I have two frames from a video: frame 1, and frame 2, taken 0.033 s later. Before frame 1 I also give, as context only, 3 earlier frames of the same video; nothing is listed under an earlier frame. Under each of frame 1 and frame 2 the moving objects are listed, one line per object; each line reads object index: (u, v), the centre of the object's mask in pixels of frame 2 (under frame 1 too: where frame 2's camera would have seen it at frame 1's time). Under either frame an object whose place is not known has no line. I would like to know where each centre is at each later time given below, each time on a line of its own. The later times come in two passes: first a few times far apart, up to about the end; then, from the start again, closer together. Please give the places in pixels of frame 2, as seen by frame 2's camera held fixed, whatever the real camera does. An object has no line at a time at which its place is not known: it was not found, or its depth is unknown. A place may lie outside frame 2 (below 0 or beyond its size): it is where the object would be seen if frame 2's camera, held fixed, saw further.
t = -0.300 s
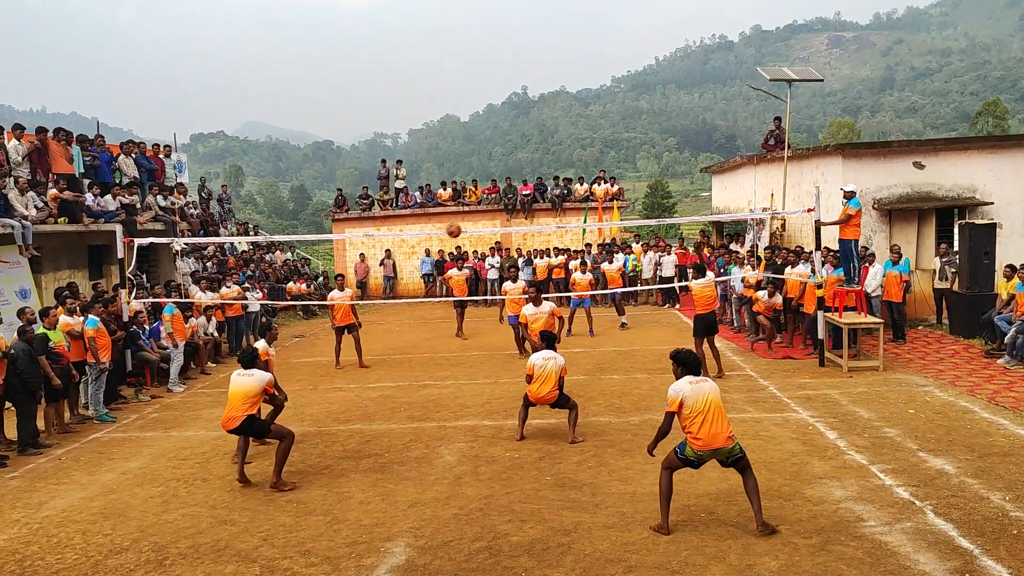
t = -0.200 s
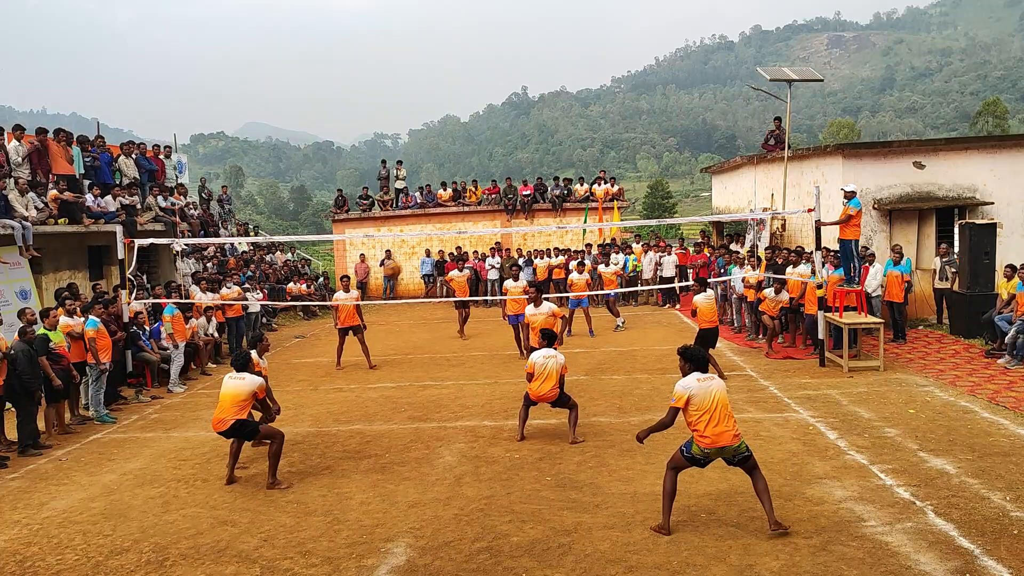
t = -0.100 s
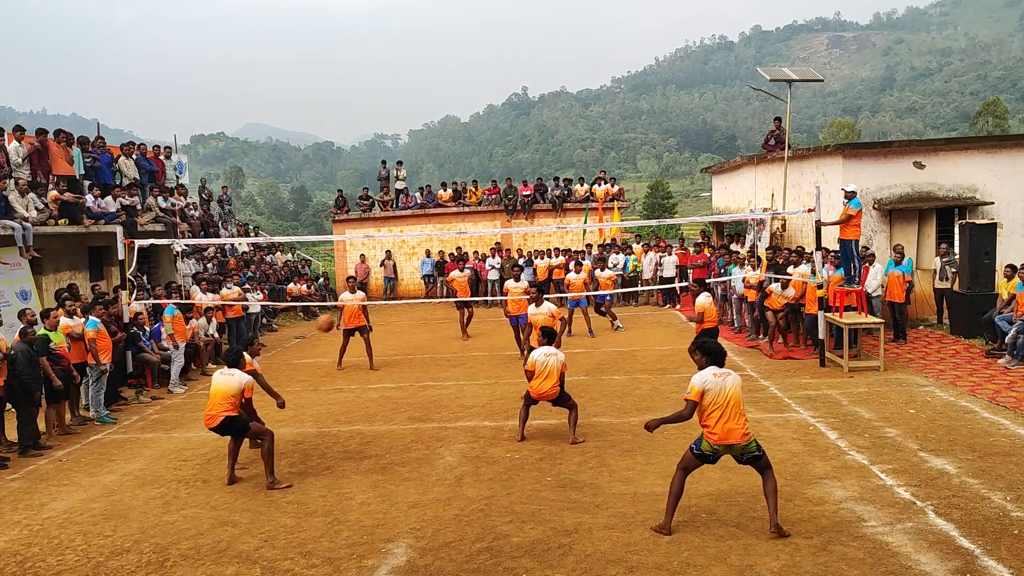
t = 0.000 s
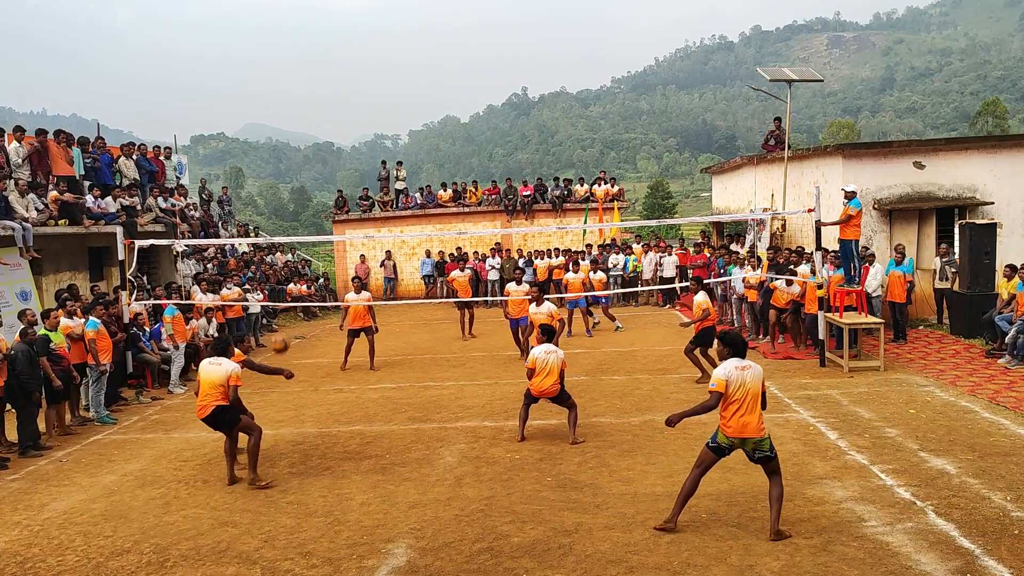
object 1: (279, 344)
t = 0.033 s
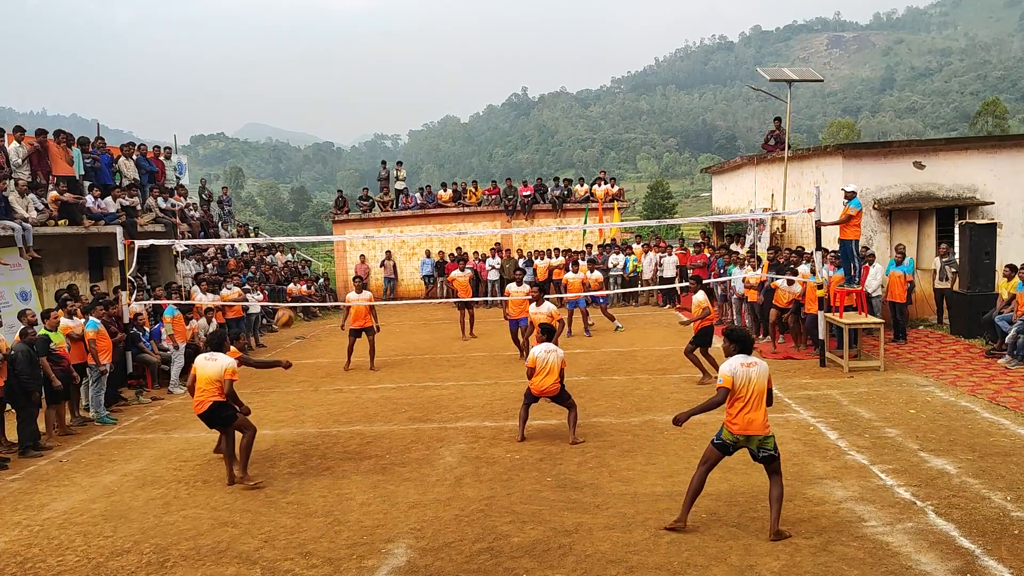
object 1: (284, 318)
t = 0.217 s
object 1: (311, 201)
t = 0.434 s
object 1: (341, 109)
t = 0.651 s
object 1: (370, 60)
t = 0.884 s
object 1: (401, 51)
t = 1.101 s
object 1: (430, 80)
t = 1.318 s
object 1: (459, 138)
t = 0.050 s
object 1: (286, 306)
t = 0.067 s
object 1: (289, 294)
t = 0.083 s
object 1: (291, 282)
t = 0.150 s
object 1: (301, 240)
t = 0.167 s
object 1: (304, 229)
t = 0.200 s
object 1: (308, 211)
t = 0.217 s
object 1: (311, 201)
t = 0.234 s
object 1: (313, 192)
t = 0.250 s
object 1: (316, 184)
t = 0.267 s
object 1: (318, 175)
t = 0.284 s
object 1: (320, 167)
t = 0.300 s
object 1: (323, 160)
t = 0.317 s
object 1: (325, 152)
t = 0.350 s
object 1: (330, 139)
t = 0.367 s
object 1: (332, 132)
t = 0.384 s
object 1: (334, 126)
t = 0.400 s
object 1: (336, 120)
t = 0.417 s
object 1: (339, 114)
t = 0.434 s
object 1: (341, 109)
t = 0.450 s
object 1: (343, 103)
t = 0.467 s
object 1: (345, 99)
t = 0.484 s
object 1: (347, 94)
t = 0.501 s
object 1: (350, 89)
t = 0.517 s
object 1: (352, 85)
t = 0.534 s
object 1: (354, 81)
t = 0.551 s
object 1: (356, 77)
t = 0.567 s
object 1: (359, 74)
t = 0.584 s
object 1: (361, 71)
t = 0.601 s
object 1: (363, 68)
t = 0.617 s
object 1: (365, 65)
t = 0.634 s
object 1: (368, 62)
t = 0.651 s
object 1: (370, 60)
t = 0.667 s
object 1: (372, 58)
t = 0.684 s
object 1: (374, 56)
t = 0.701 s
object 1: (377, 54)
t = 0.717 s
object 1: (379, 53)
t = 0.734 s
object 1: (381, 52)
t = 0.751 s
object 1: (383, 51)
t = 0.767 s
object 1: (385, 50)
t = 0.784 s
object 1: (387, 50)
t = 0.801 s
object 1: (390, 50)
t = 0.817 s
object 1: (392, 49)
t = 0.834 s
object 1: (394, 50)
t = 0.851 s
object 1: (397, 50)
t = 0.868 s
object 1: (399, 50)
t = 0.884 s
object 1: (401, 51)
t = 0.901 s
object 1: (404, 52)
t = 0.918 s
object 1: (406, 54)
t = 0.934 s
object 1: (408, 55)
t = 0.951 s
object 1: (411, 56)
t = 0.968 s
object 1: (413, 58)
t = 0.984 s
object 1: (415, 60)
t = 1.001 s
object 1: (417, 62)
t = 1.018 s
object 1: (419, 65)
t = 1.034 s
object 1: (421, 68)
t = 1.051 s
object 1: (424, 70)
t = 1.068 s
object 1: (426, 73)
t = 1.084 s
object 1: (428, 76)
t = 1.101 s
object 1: (430, 80)
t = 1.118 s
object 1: (433, 83)
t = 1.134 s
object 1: (435, 87)
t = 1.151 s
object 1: (437, 91)
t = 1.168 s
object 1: (439, 95)
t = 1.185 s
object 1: (442, 99)
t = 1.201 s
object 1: (444, 104)
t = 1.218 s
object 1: (446, 108)
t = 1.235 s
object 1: (448, 113)
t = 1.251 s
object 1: (450, 118)
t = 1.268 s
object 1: (452, 123)
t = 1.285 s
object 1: (455, 128)
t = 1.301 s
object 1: (457, 133)
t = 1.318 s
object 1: (459, 138)
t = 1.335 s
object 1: (461, 144)
